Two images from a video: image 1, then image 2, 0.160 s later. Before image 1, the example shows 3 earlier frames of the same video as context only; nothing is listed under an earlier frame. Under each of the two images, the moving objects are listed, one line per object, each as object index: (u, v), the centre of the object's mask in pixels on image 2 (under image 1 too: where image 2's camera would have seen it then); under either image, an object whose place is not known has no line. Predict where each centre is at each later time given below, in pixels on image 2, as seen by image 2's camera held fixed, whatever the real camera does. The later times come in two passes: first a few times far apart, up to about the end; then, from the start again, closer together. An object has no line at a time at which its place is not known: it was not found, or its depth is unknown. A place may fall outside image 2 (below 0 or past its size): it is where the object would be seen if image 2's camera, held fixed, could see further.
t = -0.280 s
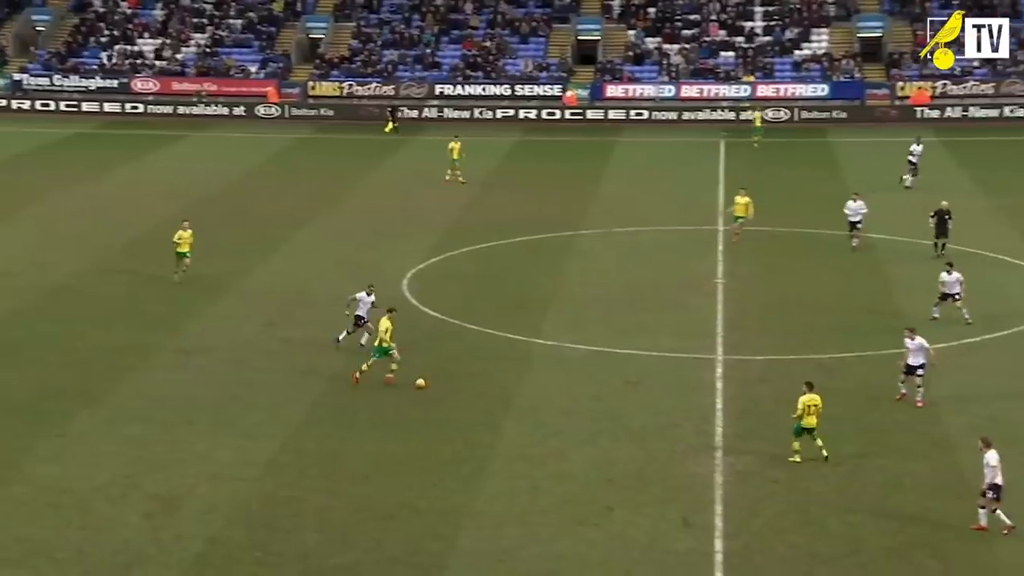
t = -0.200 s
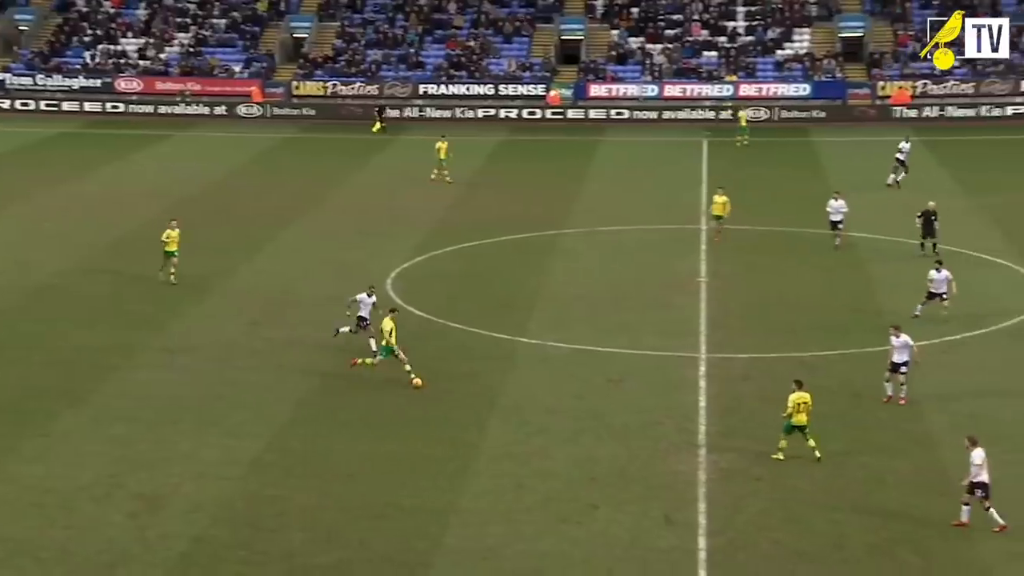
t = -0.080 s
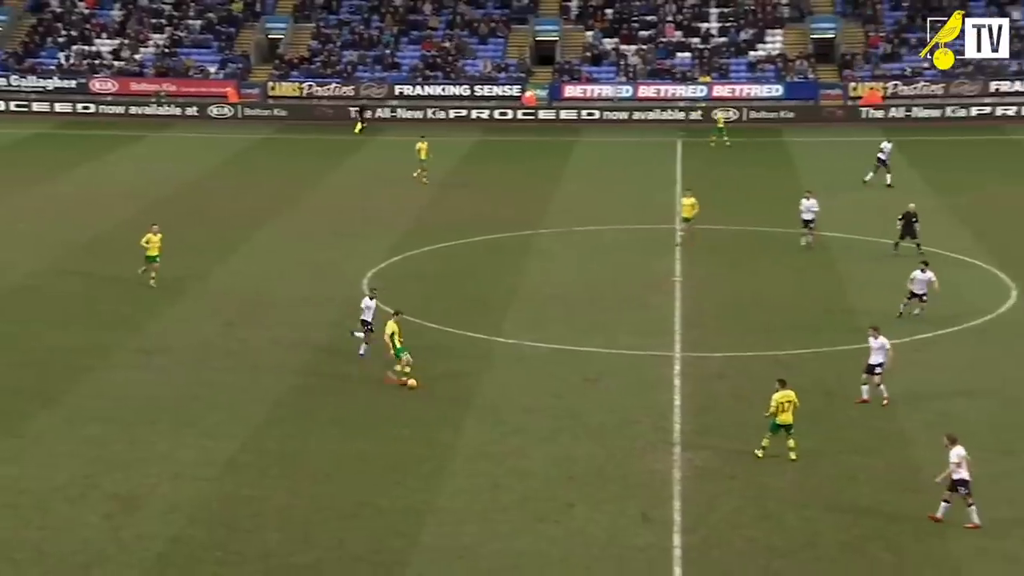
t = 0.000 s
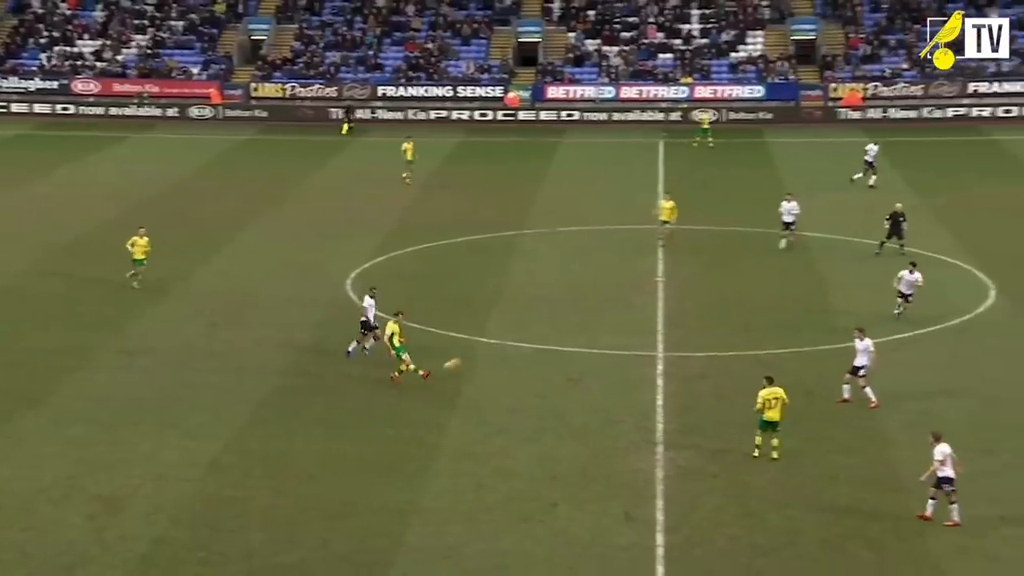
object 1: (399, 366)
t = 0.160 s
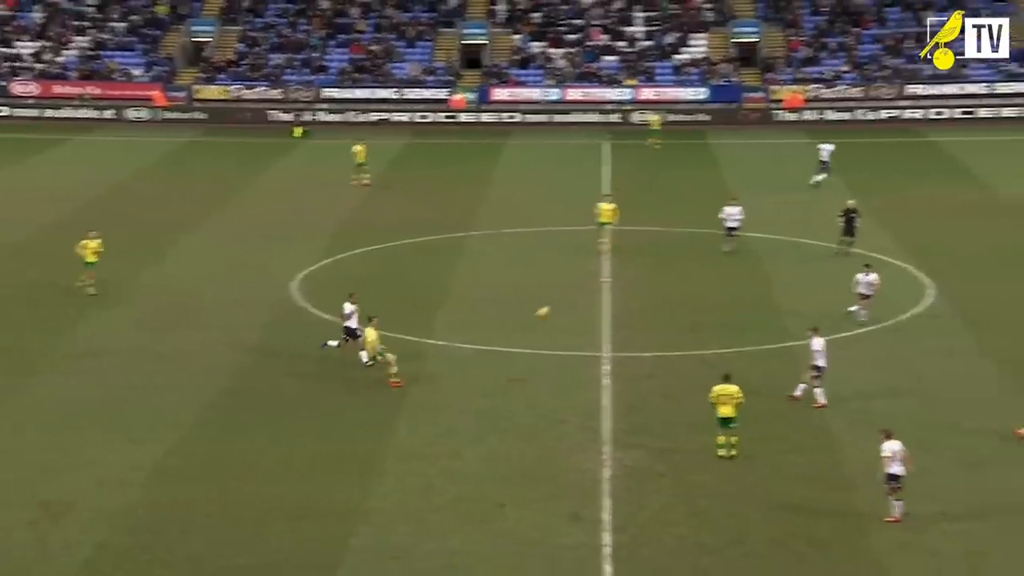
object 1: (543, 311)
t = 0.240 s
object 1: (612, 286)
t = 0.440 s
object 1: (777, 227)
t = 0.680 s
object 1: (969, 170)
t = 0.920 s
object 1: (1161, 125)
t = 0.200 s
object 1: (577, 299)
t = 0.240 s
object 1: (612, 286)
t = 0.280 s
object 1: (646, 273)
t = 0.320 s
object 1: (679, 261)
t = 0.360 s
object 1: (712, 250)
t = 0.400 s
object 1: (745, 238)
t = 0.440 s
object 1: (777, 227)
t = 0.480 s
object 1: (809, 217)
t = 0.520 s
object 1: (841, 206)
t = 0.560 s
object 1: (873, 197)
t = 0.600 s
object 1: (905, 188)
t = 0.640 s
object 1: (938, 179)
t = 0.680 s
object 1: (969, 170)
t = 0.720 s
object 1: (1000, 162)
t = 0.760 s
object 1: (1033, 154)
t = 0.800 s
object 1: (1065, 146)
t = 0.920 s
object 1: (1161, 125)
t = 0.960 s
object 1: (1193, 119)
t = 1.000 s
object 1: (1225, 114)
